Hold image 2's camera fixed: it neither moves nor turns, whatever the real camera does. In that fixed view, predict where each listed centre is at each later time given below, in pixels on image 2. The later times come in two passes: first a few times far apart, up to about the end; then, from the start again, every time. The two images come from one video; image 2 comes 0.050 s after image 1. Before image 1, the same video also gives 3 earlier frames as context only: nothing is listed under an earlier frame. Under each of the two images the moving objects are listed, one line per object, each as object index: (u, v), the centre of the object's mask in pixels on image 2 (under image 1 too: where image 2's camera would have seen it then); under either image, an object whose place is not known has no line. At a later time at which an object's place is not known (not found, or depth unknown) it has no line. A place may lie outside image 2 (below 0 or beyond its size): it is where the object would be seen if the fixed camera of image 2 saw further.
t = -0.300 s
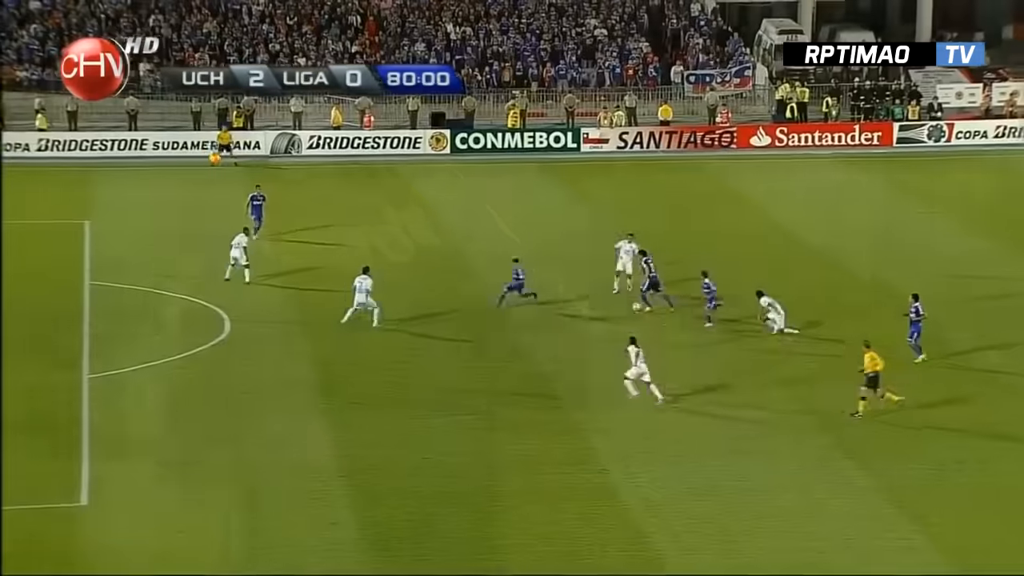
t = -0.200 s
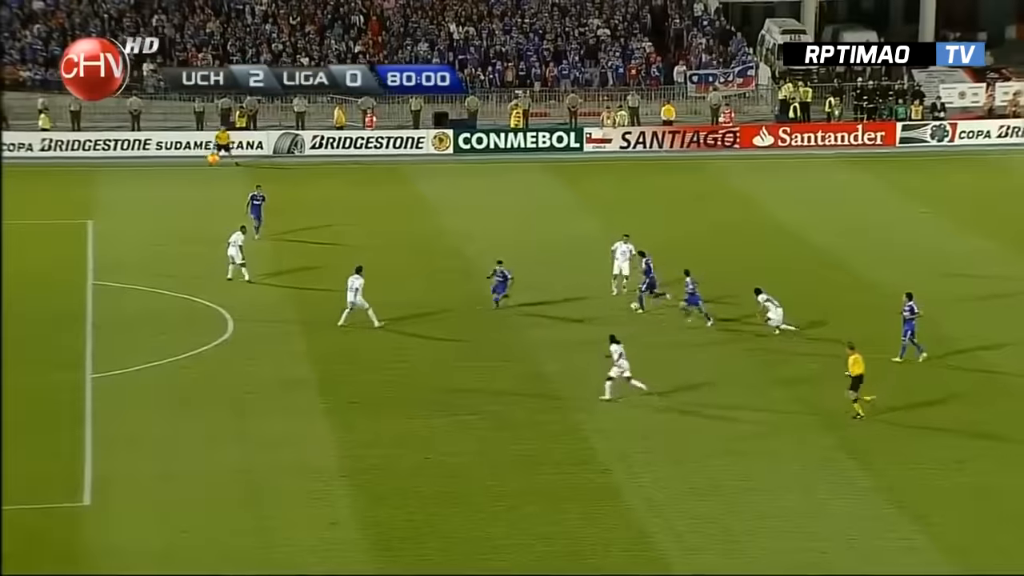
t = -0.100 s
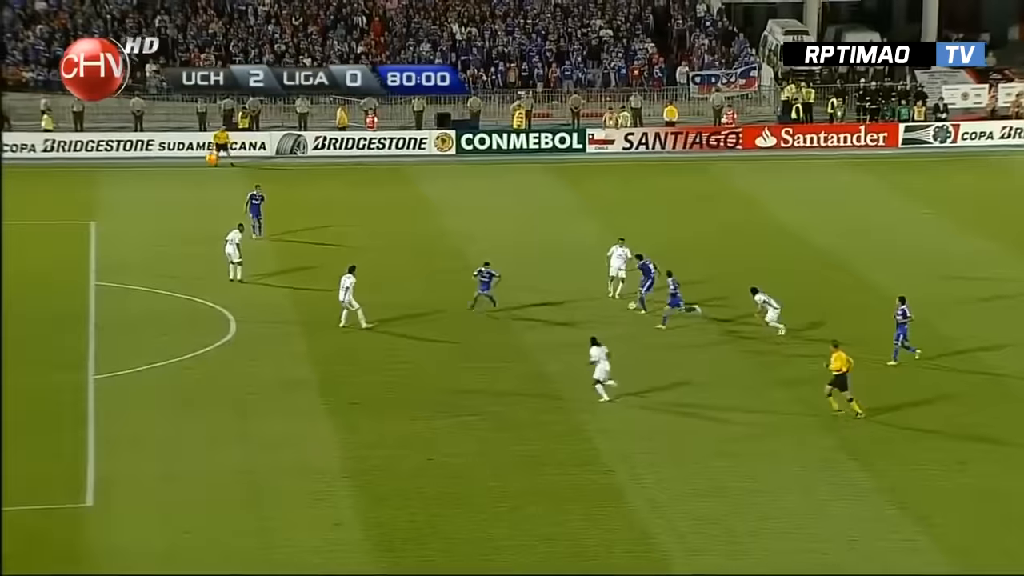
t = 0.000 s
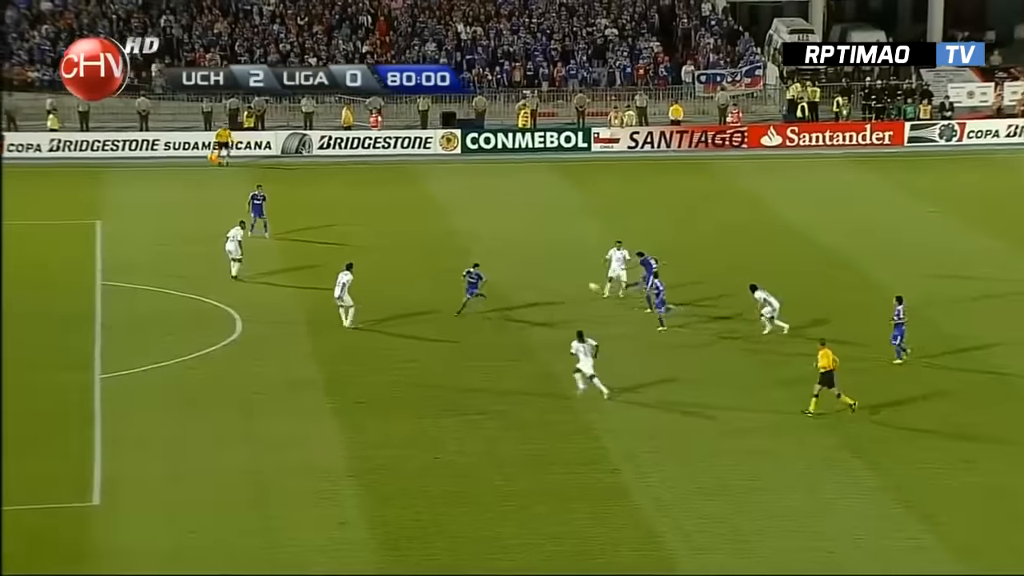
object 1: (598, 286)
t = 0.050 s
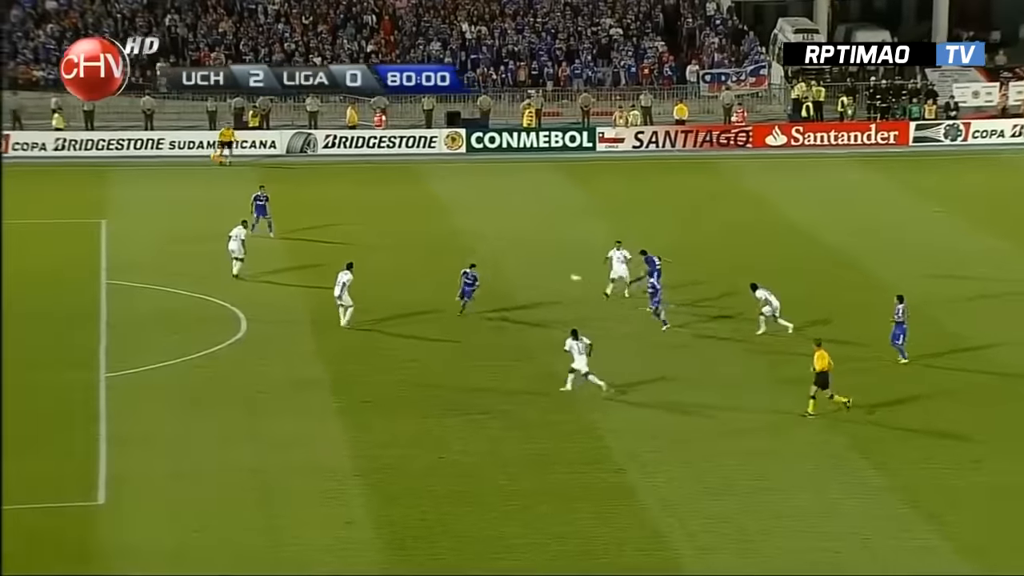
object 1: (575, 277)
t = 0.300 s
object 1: (471, 249)
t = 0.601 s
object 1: (364, 242)
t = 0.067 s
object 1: (568, 275)
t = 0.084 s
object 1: (560, 273)
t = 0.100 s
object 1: (553, 270)
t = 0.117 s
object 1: (545, 268)
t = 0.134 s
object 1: (538, 265)
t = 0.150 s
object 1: (531, 264)
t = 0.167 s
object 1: (524, 262)
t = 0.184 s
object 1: (518, 260)
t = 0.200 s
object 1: (510, 258)
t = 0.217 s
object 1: (504, 256)
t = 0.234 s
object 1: (497, 255)
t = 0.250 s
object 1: (491, 253)
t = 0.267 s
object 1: (484, 251)
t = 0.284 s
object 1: (477, 250)
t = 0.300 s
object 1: (471, 249)
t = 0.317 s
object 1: (465, 248)
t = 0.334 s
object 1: (458, 246)
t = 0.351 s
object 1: (452, 245)
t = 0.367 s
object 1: (446, 245)
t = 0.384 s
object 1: (440, 244)
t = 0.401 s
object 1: (434, 243)
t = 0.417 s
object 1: (427, 243)
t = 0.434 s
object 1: (422, 242)
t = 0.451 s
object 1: (416, 242)
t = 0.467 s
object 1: (410, 242)
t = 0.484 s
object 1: (404, 242)
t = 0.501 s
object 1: (398, 241)
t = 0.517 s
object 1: (392, 241)
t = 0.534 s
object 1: (386, 241)
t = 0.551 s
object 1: (381, 241)
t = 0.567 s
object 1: (376, 241)
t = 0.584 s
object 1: (370, 242)
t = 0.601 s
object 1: (364, 242)
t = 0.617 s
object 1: (359, 243)
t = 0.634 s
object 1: (353, 243)
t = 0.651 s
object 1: (348, 244)
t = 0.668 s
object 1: (343, 244)
